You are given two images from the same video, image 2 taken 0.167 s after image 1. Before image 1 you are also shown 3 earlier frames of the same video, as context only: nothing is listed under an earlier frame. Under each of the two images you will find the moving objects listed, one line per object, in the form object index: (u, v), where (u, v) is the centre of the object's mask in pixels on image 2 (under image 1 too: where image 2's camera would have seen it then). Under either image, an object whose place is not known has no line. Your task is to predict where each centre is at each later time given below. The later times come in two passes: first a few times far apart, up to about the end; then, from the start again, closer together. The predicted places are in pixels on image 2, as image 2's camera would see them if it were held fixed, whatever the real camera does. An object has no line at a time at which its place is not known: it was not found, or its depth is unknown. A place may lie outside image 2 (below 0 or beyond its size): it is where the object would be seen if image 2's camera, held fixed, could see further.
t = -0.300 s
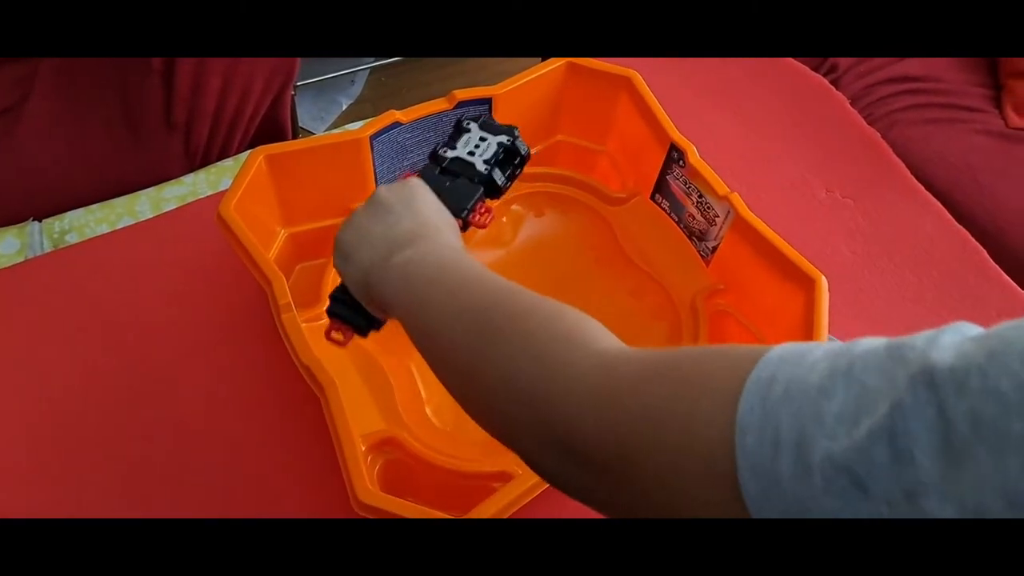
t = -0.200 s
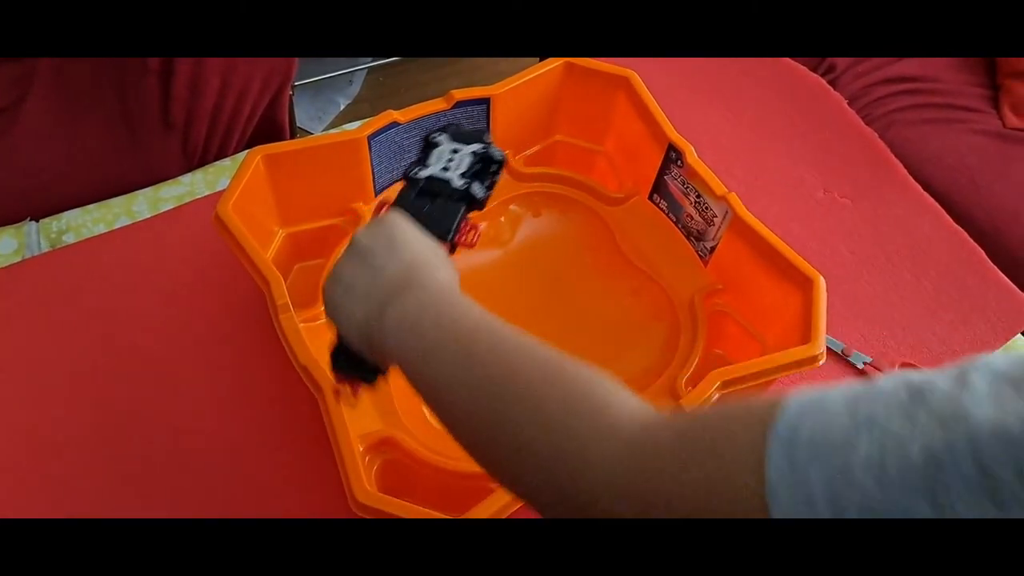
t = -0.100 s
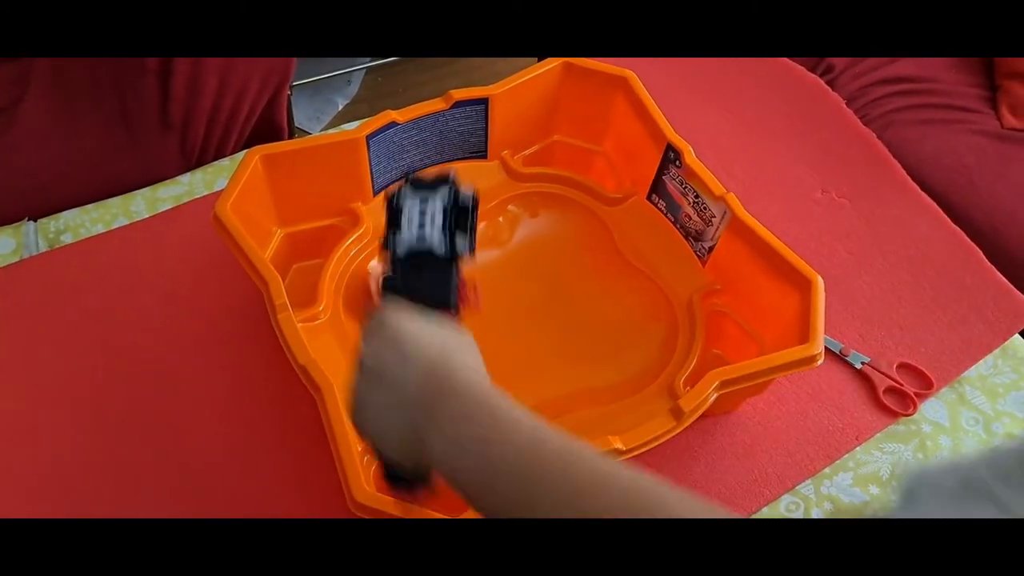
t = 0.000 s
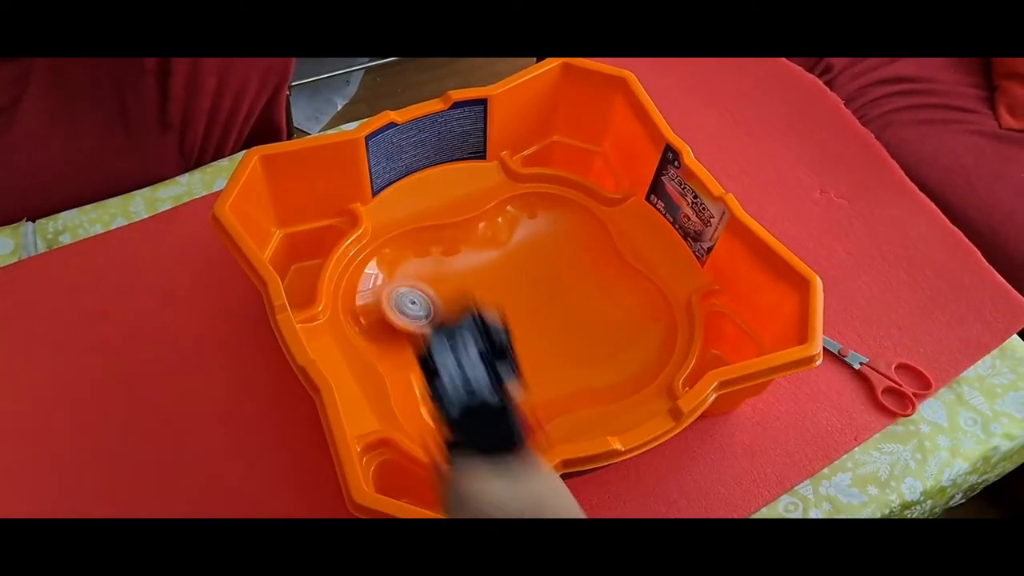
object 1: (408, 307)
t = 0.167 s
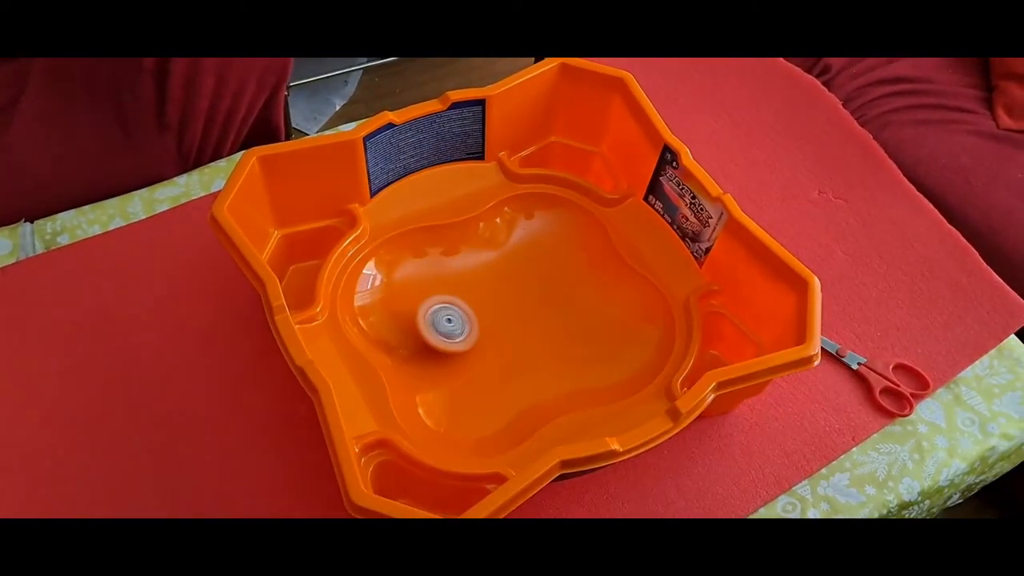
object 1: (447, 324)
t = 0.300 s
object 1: (470, 314)
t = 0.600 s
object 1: (490, 278)
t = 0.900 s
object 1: (525, 273)
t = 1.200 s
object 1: (542, 265)
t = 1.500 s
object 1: (546, 279)
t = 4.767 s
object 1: (541, 330)
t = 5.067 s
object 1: (536, 334)
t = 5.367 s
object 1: (505, 329)
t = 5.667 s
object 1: (489, 330)
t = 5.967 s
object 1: (487, 321)
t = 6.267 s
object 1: (495, 312)
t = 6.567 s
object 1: (501, 313)
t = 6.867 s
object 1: (512, 315)
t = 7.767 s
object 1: (514, 320)
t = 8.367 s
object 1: (502, 317)
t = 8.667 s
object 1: (504, 316)
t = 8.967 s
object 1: (508, 315)
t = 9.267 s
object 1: (509, 316)
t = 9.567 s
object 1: (510, 318)
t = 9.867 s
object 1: (508, 320)
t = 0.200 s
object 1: (455, 323)
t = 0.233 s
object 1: (461, 321)
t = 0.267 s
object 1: (466, 318)
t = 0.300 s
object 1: (470, 314)
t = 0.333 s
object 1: (472, 310)
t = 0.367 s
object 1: (474, 305)
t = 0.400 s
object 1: (475, 300)
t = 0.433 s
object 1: (477, 295)
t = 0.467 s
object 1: (479, 290)
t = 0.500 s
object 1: (481, 286)
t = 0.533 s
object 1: (483, 283)
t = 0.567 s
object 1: (487, 280)
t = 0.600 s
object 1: (490, 278)
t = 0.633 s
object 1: (495, 277)
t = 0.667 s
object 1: (499, 276)
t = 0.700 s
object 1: (504, 275)
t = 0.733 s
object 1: (509, 275)
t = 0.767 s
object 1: (514, 275)
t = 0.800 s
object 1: (518, 275)
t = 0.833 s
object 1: (521, 274)
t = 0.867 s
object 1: (523, 274)
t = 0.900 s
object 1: (525, 273)
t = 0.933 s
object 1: (527, 272)
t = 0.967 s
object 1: (528, 271)
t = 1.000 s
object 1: (530, 269)
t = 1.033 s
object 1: (532, 269)
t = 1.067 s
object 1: (534, 268)
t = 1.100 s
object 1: (537, 266)
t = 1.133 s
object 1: (539, 265)
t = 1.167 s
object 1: (541, 266)
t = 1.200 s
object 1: (542, 265)
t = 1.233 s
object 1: (544, 265)
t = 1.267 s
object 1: (545, 266)
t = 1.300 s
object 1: (546, 268)
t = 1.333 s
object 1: (547, 268)
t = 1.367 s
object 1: (547, 270)
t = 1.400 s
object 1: (547, 272)
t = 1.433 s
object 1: (547, 274)
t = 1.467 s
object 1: (547, 277)
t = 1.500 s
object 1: (546, 279)
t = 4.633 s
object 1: (540, 326)
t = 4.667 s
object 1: (540, 327)
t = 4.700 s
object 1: (540, 328)
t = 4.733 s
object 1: (540, 329)
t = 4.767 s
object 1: (541, 330)
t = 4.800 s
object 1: (541, 331)
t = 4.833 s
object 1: (541, 332)
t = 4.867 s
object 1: (541, 332)
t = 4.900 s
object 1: (541, 333)
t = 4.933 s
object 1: (541, 333)
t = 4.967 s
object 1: (540, 334)
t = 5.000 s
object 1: (539, 334)
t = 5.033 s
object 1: (538, 334)
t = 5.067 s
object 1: (536, 334)
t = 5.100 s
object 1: (534, 333)
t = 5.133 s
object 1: (531, 333)
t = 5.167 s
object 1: (528, 332)
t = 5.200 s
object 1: (524, 332)
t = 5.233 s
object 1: (521, 331)
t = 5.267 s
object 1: (516, 331)
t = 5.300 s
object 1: (512, 330)
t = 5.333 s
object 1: (508, 329)
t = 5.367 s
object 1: (505, 329)
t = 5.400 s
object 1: (502, 329)
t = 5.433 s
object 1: (500, 329)
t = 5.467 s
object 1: (497, 329)
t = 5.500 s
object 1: (496, 329)
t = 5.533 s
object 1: (494, 329)
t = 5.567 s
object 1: (493, 329)
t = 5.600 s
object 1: (491, 330)
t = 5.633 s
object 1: (490, 330)
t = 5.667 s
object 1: (489, 330)
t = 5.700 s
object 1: (488, 330)
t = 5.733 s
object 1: (487, 331)
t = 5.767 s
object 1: (487, 330)
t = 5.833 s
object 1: (486, 329)
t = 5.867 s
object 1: (486, 327)
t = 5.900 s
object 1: (486, 326)
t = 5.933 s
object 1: (486, 324)
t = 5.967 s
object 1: (487, 321)
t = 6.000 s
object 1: (487, 319)
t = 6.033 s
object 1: (488, 317)
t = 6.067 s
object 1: (489, 315)
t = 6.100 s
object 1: (491, 314)
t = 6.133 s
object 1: (492, 313)
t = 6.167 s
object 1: (493, 313)
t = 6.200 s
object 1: (494, 312)
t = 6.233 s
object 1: (494, 312)
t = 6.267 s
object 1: (495, 312)
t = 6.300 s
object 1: (495, 311)
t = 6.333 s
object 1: (496, 311)
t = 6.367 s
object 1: (497, 311)
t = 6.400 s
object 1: (497, 311)
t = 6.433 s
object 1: (498, 312)
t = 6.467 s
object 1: (498, 312)
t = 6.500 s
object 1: (499, 312)
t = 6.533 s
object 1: (500, 313)
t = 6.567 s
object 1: (501, 313)
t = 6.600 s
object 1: (502, 314)
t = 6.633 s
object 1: (504, 314)
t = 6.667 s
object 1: (506, 315)
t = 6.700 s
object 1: (508, 315)
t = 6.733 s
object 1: (509, 315)
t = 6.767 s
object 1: (510, 315)
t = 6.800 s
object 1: (511, 315)
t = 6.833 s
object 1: (511, 316)
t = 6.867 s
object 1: (512, 315)
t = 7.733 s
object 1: (515, 321)
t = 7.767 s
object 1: (514, 320)
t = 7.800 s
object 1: (513, 319)
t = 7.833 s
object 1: (512, 319)
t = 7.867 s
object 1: (511, 319)
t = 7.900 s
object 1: (510, 318)
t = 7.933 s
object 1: (509, 318)
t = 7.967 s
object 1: (508, 318)
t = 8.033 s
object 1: (507, 318)
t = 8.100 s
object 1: (506, 318)
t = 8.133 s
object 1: (506, 318)
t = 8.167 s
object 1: (505, 318)
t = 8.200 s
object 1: (505, 318)
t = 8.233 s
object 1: (504, 318)
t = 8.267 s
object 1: (503, 318)
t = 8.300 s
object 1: (503, 318)
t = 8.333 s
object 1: (503, 317)
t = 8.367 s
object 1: (502, 317)
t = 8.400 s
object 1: (502, 317)
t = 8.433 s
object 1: (502, 316)
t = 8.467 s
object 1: (502, 316)
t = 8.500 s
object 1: (502, 316)
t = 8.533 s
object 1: (502, 316)
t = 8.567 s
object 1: (503, 316)
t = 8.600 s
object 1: (503, 316)
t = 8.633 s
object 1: (503, 316)
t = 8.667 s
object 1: (504, 316)
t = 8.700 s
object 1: (504, 316)
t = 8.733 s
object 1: (505, 316)
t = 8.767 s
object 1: (506, 316)
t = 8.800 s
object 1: (506, 316)
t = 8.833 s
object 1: (507, 316)
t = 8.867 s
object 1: (507, 316)
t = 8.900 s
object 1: (507, 316)
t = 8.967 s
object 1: (508, 315)
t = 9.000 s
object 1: (508, 315)
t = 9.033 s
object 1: (508, 315)
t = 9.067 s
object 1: (508, 315)
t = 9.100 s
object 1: (509, 315)
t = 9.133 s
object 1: (509, 315)
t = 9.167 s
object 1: (509, 315)
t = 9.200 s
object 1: (509, 316)
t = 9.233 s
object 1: (509, 316)
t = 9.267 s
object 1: (509, 316)
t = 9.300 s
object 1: (509, 316)
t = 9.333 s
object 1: (509, 316)
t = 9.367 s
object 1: (510, 316)
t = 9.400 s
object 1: (510, 317)
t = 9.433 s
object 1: (511, 317)
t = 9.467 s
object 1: (510, 317)
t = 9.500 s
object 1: (510, 318)
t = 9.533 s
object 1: (510, 318)
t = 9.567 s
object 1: (510, 318)
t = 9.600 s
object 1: (510, 318)
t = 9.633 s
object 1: (510, 318)
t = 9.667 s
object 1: (509, 318)
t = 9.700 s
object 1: (509, 319)
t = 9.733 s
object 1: (509, 318)
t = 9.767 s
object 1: (509, 319)
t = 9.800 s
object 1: (509, 319)
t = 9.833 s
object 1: (508, 319)
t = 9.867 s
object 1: (508, 320)
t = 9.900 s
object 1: (508, 320)
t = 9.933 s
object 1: (507, 320)
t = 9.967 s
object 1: (507, 320)
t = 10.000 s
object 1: (507, 320)
